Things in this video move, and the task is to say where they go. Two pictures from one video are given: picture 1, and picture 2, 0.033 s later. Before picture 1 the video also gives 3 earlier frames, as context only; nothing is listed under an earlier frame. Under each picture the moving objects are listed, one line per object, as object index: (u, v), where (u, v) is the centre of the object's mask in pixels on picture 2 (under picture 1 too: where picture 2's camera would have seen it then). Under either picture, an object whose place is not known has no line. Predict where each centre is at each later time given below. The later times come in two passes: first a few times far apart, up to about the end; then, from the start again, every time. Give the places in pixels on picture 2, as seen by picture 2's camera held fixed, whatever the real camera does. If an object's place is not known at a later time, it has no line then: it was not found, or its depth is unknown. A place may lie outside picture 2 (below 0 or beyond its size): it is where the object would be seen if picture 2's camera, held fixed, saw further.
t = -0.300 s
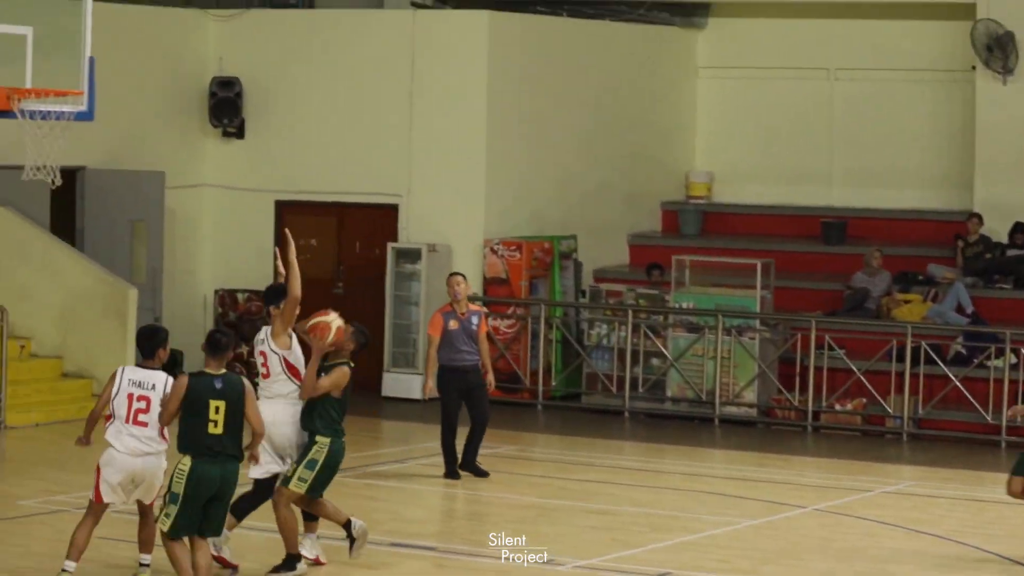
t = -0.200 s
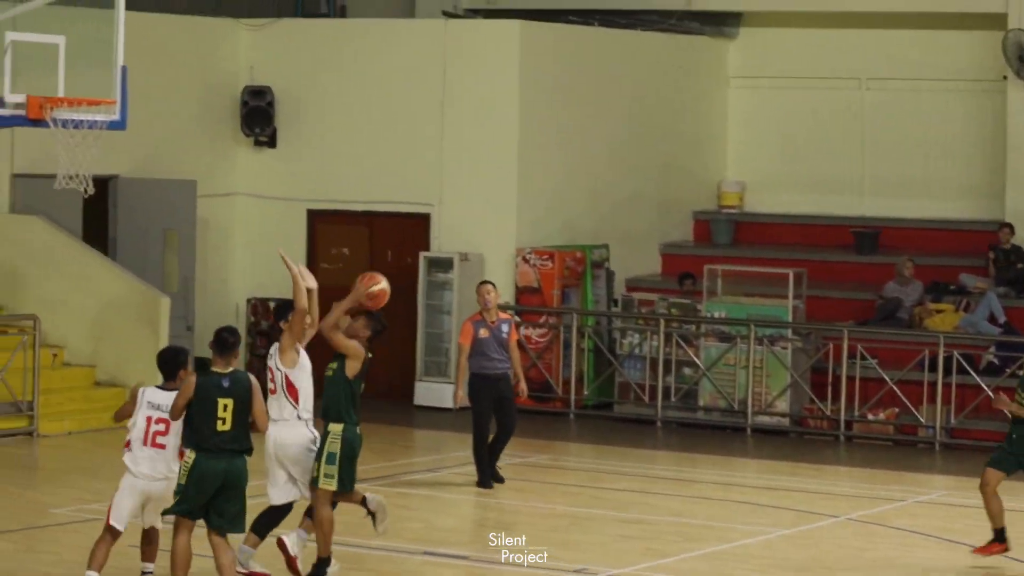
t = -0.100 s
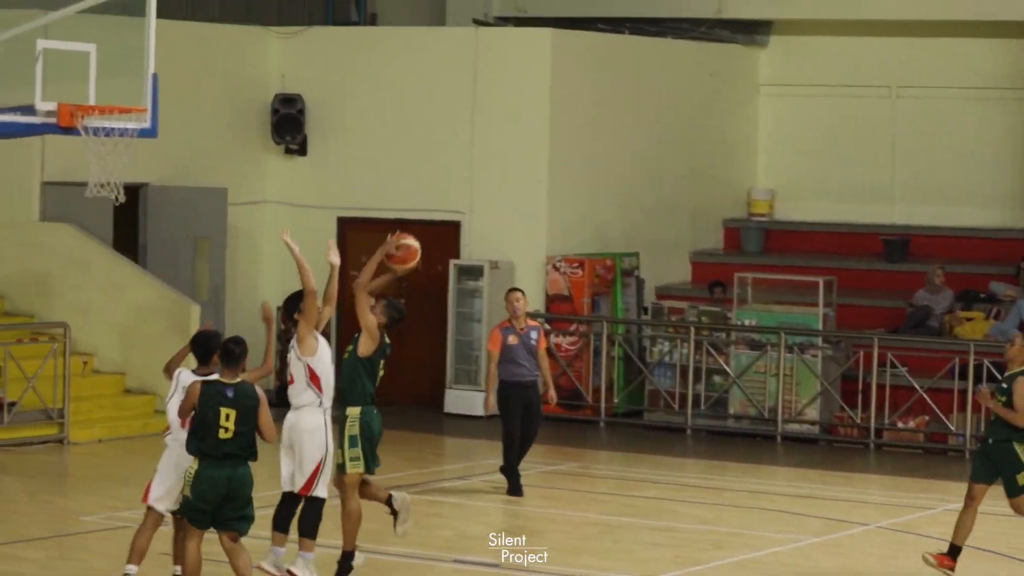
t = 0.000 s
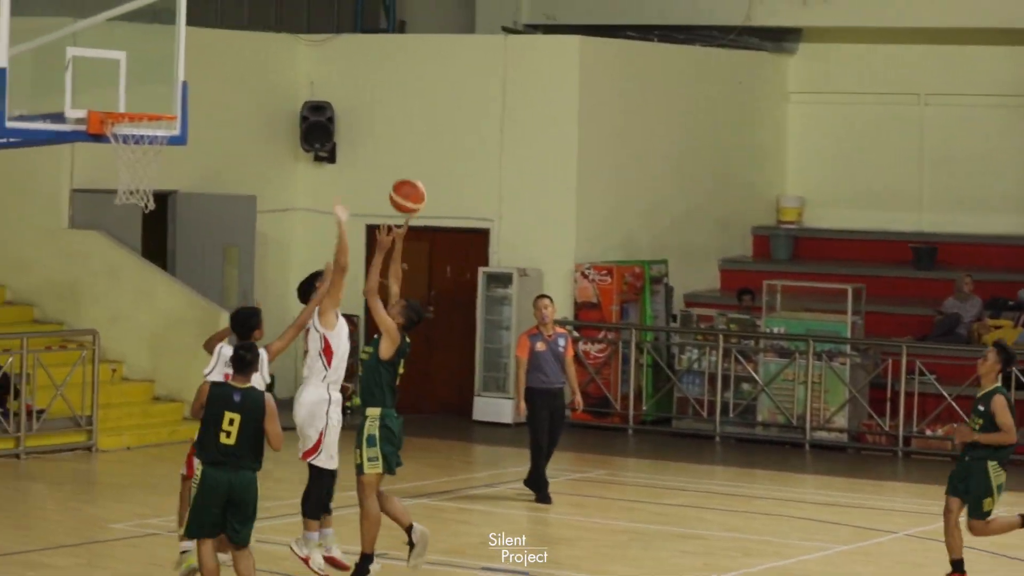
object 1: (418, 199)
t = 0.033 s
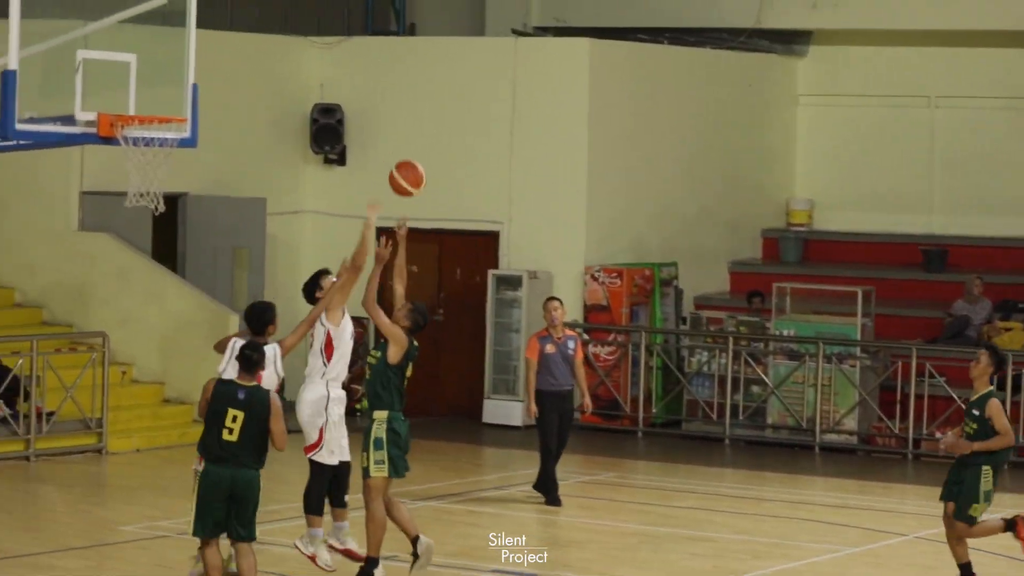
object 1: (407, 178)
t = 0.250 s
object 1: (340, 93)
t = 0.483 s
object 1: (262, 79)
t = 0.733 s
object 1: (189, 157)
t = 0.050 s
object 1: (402, 169)
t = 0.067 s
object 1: (397, 160)
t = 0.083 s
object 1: (392, 152)
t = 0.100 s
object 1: (387, 144)
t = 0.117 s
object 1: (382, 136)
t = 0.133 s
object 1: (376, 130)
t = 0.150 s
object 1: (371, 123)
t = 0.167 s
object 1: (366, 117)
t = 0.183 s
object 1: (362, 111)
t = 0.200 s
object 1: (356, 106)
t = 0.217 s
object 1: (351, 101)
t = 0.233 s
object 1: (346, 97)
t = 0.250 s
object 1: (340, 93)
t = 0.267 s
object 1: (334, 90)
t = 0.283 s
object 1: (328, 87)
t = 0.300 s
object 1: (322, 84)
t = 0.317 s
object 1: (317, 81)
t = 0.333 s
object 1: (311, 78)
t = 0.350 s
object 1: (306, 76)
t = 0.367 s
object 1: (301, 75)
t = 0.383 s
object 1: (295, 75)
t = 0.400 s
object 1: (290, 74)
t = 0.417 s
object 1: (285, 75)
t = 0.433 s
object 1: (279, 75)
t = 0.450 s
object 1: (274, 76)
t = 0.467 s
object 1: (268, 77)
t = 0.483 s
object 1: (262, 79)
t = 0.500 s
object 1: (256, 81)
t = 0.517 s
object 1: (251, 84)
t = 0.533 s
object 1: (245, 87)
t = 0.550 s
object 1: (240, 91)
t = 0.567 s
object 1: (234, 95)
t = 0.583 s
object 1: (229, 100)
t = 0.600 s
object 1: (223, 105)
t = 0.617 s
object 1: (217, 110)
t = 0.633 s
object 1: (212, 116)
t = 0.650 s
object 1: (206, 123)
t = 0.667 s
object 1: (200, 129)
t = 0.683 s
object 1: (197, 136)
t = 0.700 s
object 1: (194, 142)
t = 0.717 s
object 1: (192, 149)
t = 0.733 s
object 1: (189, 157)
